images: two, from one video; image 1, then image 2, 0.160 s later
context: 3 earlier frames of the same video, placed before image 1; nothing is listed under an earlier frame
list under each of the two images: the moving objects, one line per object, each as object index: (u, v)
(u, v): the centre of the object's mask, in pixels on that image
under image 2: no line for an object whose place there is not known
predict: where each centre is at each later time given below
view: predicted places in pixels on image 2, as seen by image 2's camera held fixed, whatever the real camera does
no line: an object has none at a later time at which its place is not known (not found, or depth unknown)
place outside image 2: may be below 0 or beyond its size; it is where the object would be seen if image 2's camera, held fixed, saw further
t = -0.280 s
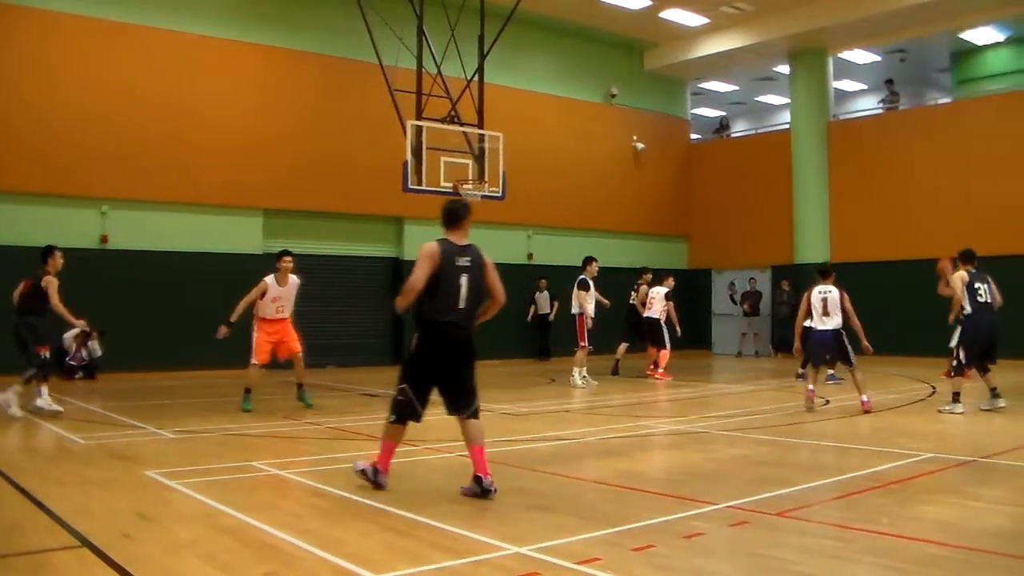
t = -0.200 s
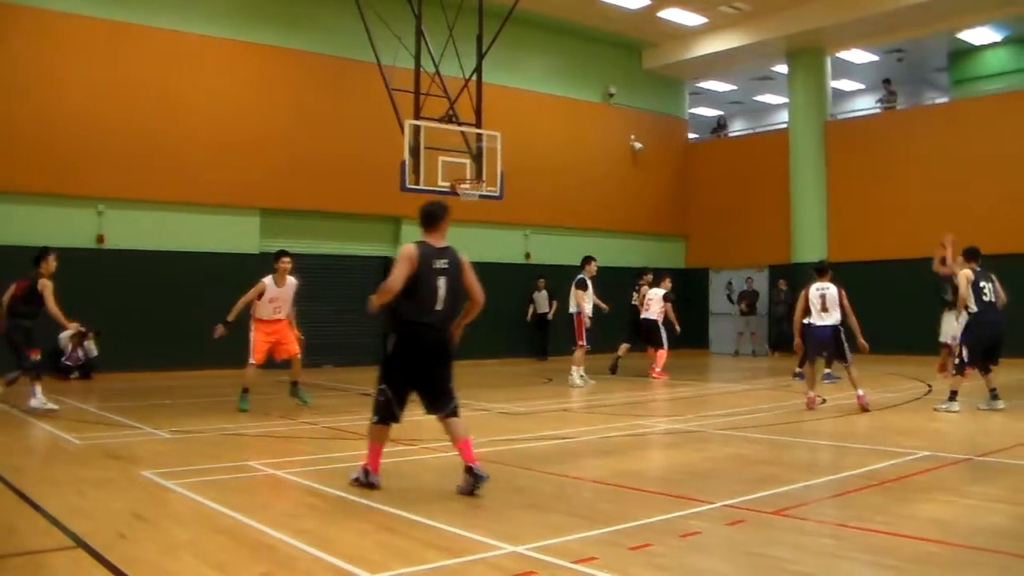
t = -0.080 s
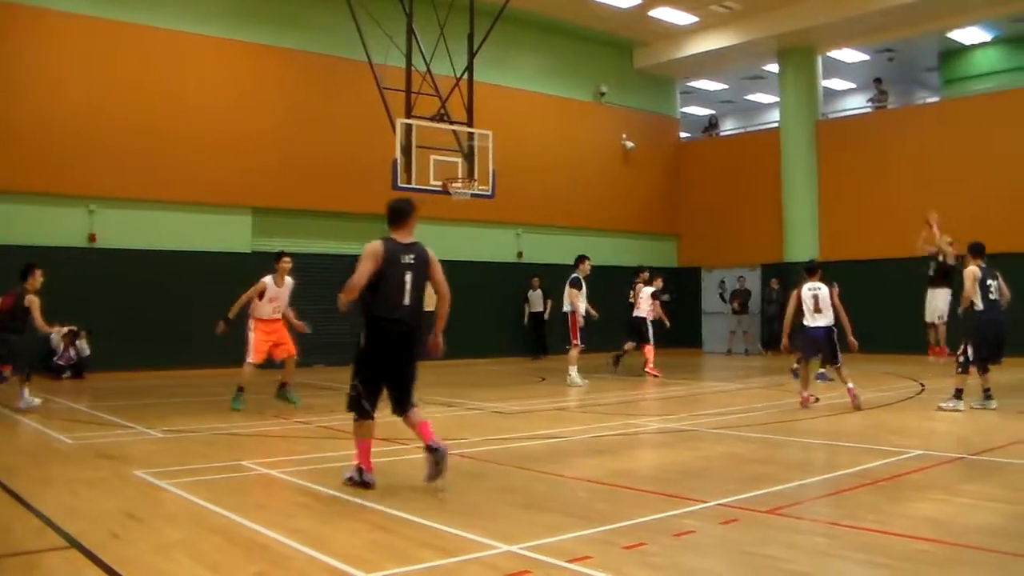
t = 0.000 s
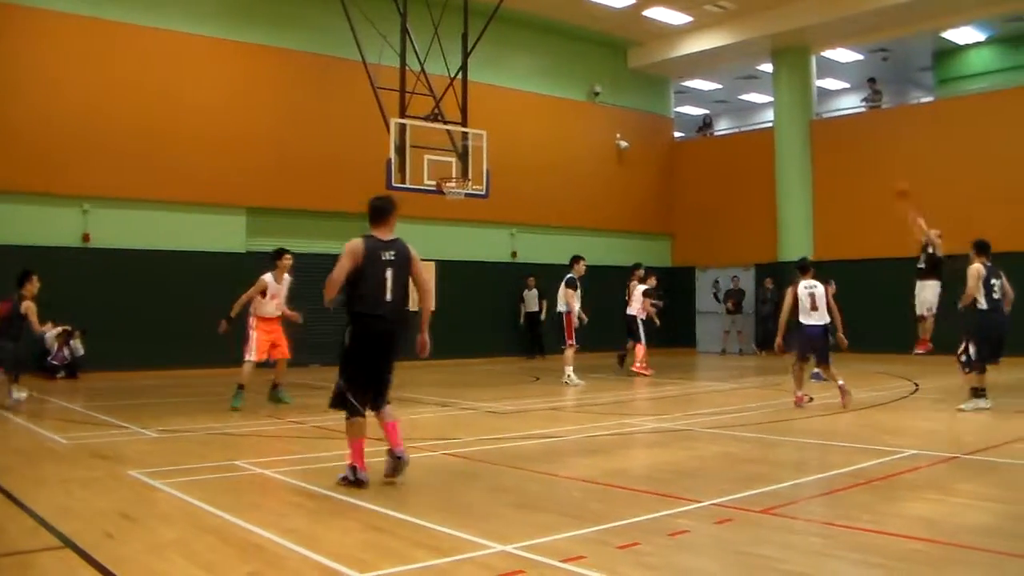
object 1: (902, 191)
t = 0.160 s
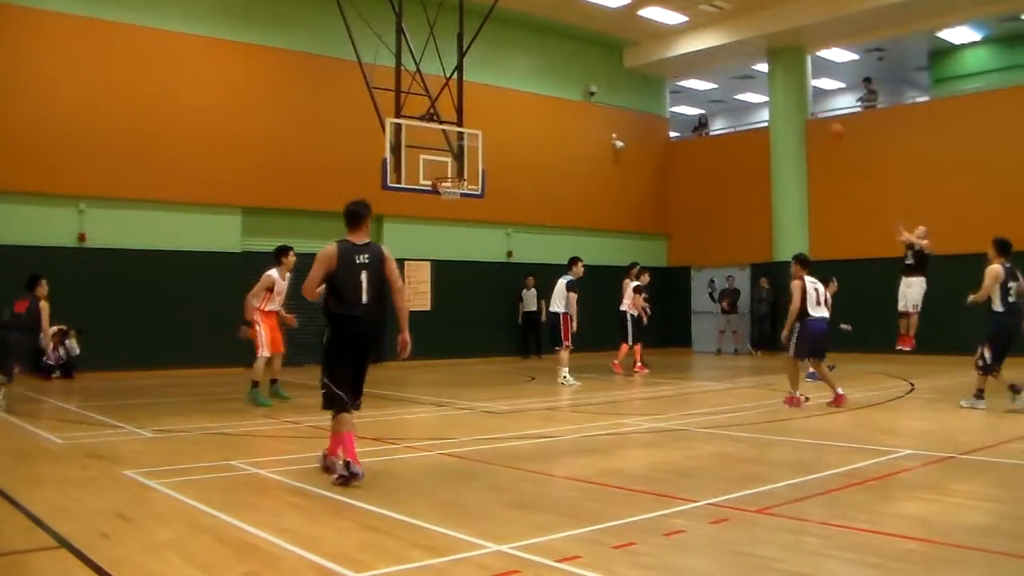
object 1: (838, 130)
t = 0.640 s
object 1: (651, 57)
